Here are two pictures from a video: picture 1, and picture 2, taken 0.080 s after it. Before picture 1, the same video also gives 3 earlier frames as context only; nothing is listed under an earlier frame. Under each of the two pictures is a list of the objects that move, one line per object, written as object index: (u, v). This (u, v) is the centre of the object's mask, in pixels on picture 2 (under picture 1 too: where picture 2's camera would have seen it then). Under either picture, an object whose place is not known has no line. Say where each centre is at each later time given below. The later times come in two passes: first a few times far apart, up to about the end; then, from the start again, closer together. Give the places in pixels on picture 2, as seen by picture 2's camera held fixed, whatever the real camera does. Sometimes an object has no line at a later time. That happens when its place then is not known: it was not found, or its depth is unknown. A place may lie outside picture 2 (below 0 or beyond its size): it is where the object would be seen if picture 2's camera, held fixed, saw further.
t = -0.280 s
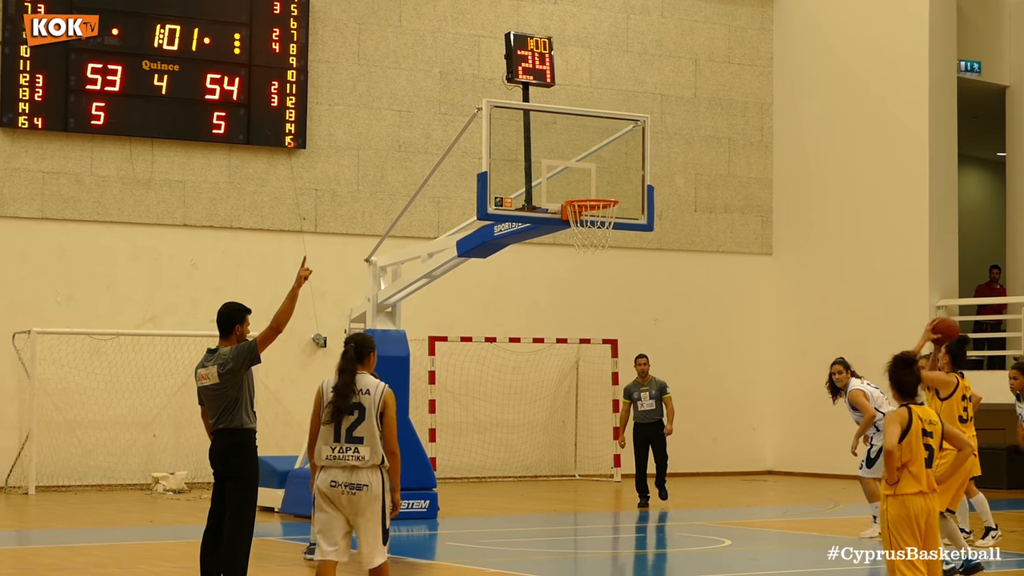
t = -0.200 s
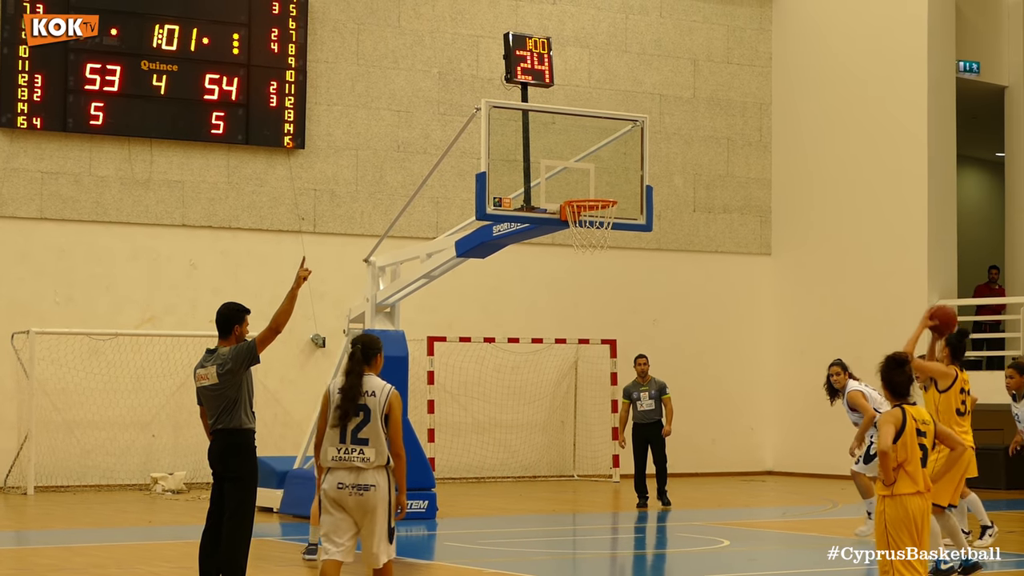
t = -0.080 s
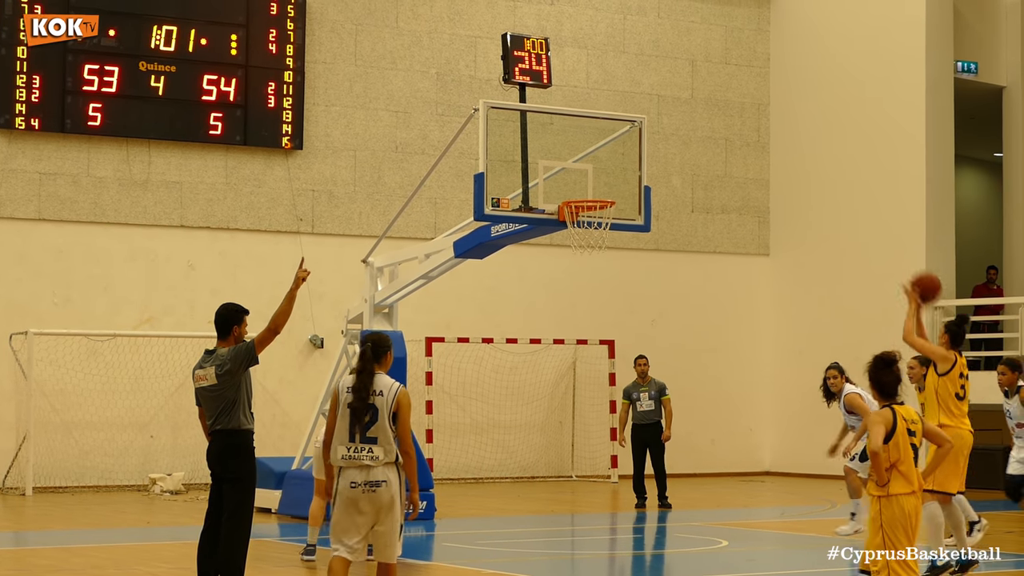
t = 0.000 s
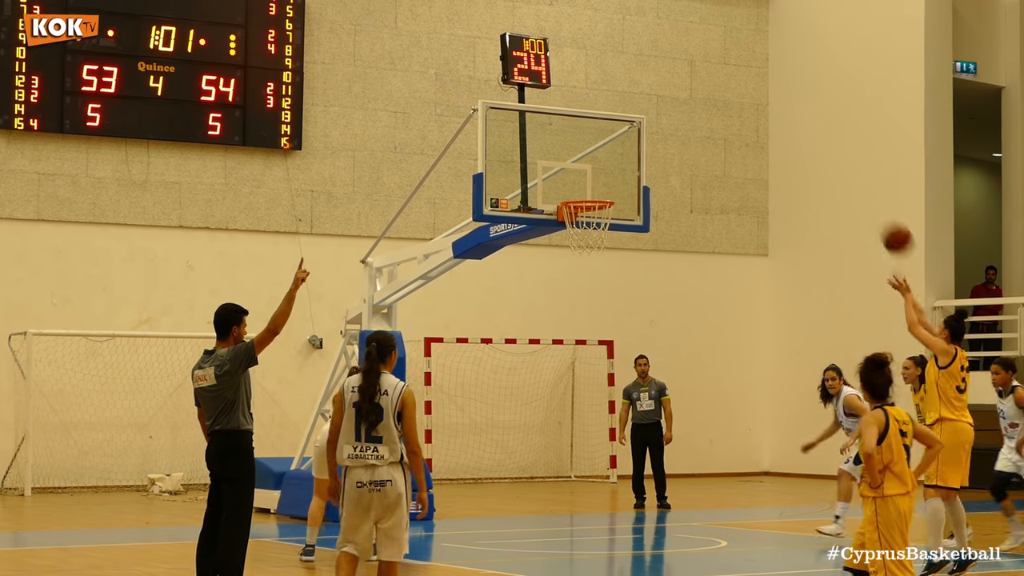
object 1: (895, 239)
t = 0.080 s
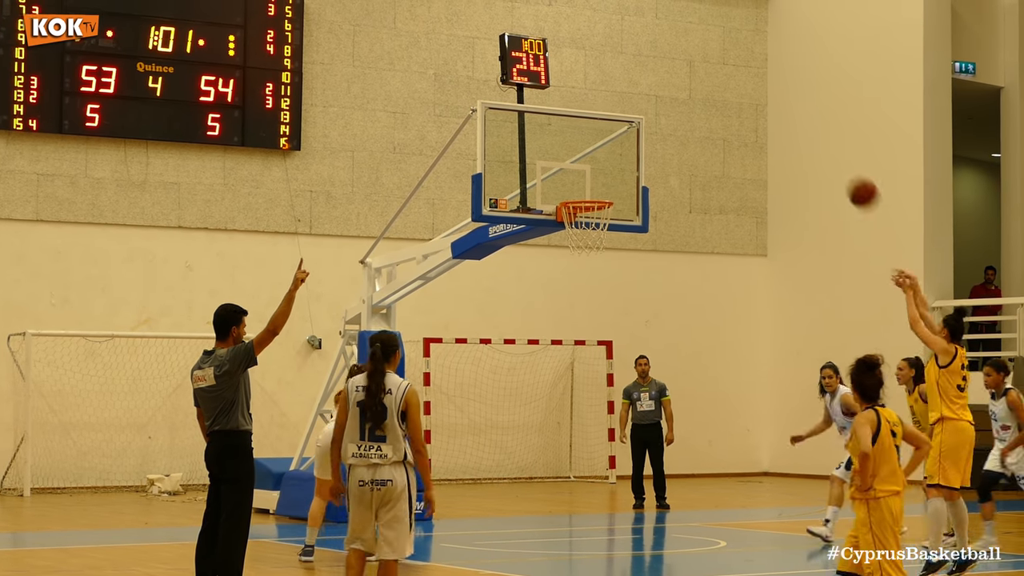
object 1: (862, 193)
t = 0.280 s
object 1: (786, 116)
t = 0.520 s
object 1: (702, 90)
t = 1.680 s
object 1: (752, 337)
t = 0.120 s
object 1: (847, 173)
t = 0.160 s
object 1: (831, 156)
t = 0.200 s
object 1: (815, 141)
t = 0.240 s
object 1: (800, 128)
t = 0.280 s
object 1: (786, 116)
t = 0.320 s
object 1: (771, 107)
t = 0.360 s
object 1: (757, 100)
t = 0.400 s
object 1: (743, 95)
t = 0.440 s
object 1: (729, 92)
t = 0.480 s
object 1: (716, 90)
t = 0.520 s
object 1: (702, 90)
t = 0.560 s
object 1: (689, 93)
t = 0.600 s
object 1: (676, 96)
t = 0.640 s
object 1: (663, 102)
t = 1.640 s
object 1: (741, 315)
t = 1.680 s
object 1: (752, 337)
